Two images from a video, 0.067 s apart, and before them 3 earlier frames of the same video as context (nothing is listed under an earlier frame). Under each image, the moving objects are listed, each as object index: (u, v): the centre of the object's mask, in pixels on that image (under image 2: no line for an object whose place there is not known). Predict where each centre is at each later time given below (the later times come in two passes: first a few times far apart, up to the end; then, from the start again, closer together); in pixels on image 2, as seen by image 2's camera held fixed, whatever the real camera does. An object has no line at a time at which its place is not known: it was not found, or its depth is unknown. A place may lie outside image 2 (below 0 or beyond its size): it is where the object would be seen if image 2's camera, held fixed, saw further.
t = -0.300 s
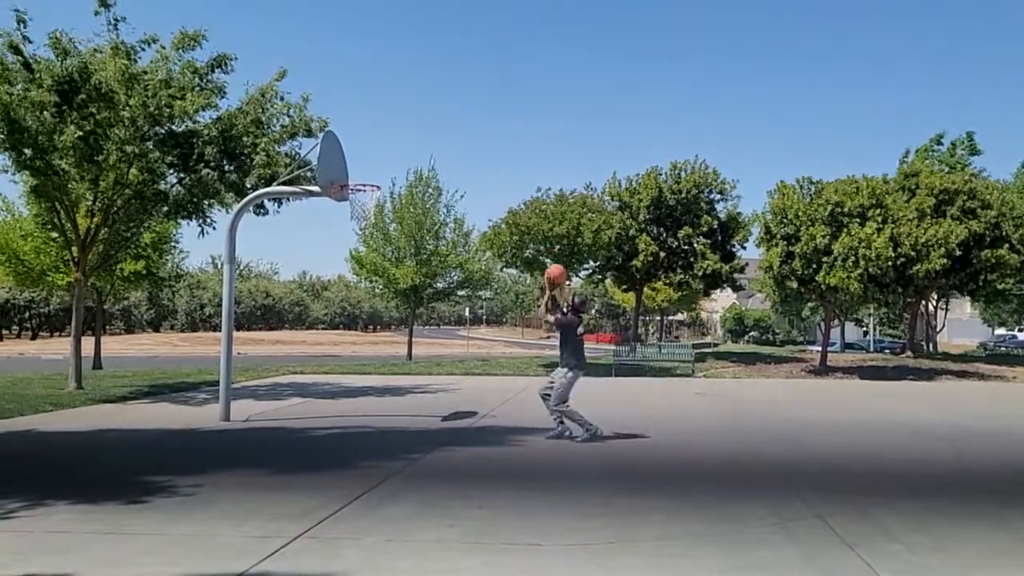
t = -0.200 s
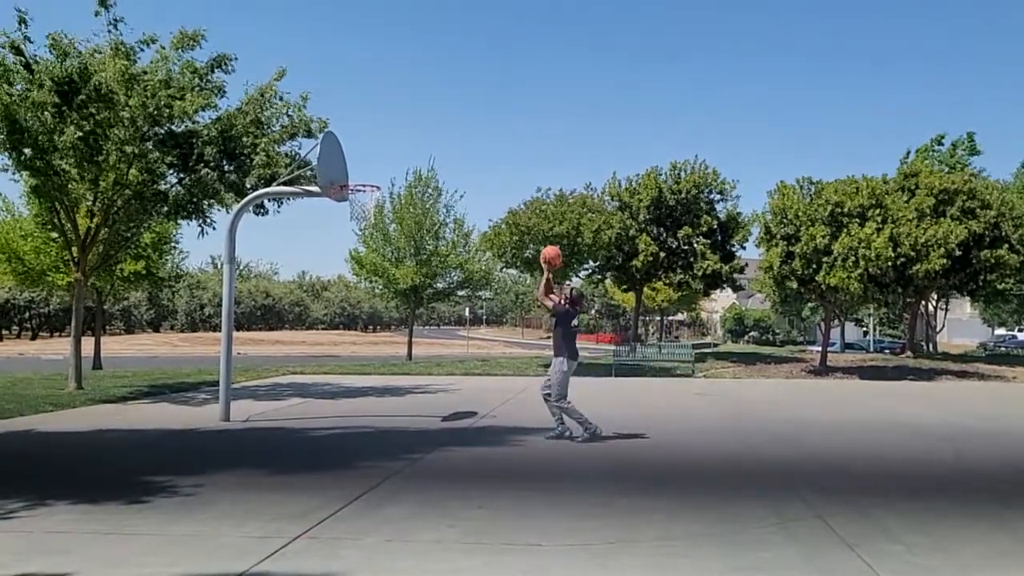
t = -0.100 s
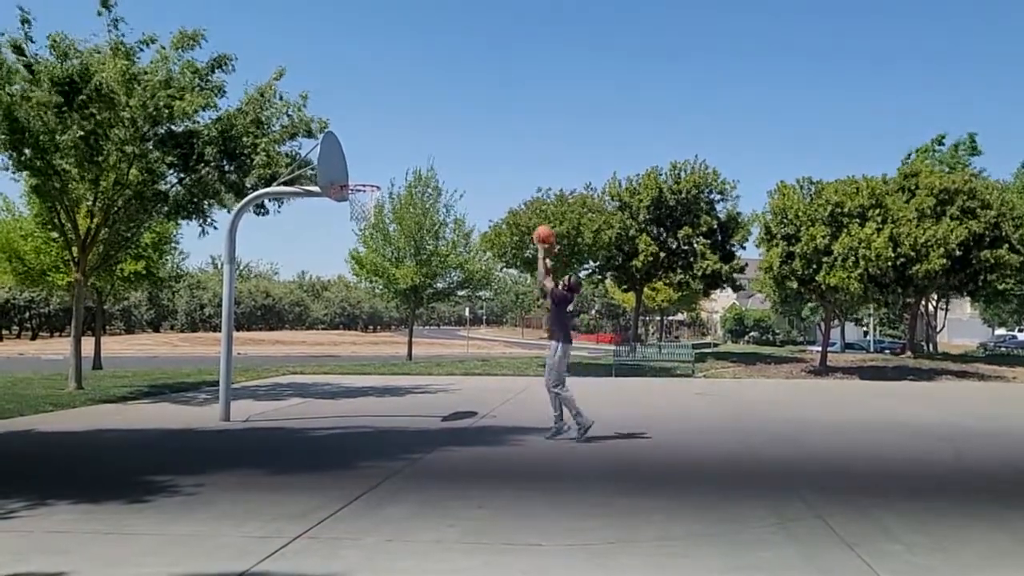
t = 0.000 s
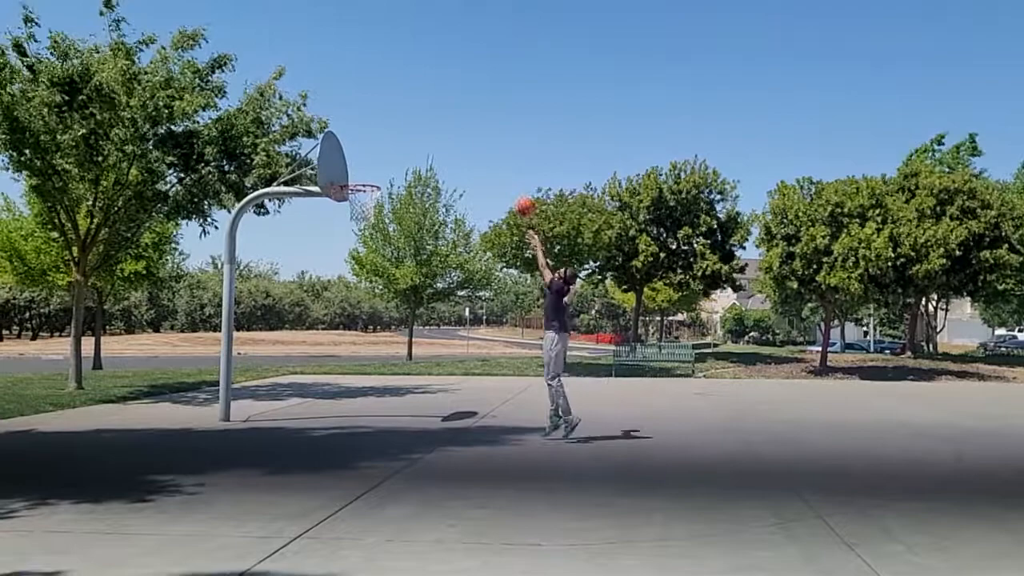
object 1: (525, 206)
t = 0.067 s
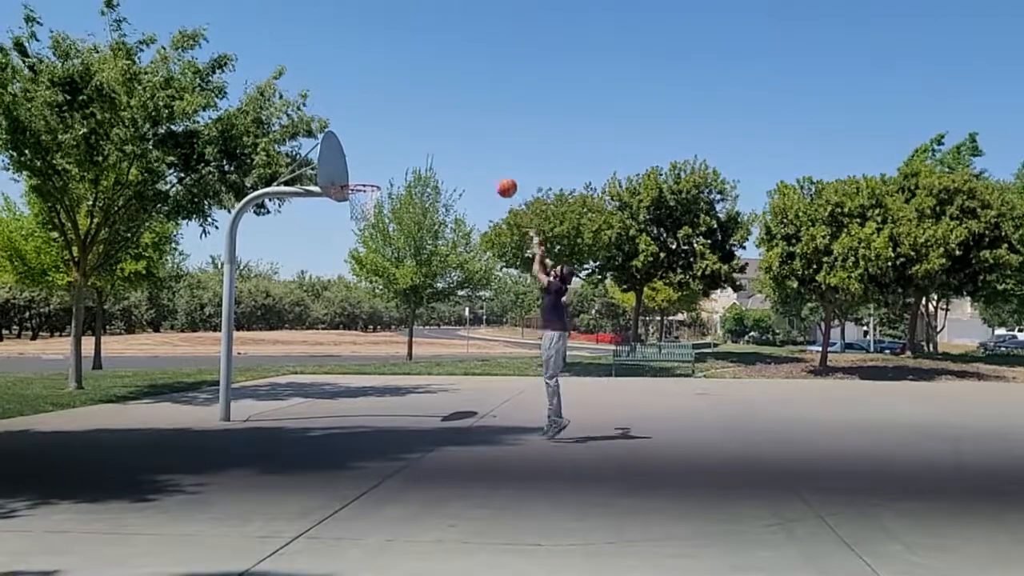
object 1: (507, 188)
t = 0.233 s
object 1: (462, 158)
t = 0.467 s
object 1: (406, 155)
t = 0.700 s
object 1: (368, 163)
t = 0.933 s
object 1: (354, 150)
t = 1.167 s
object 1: (339, 177)
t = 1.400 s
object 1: (359, 178)
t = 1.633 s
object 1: (381, 216)
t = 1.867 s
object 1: (405, 299)
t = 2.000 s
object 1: (420, 369)
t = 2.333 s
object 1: (439, 317)
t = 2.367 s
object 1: (442, 304)
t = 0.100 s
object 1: (497, 180)
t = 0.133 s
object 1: (488, 173)
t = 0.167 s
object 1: (480, 167)
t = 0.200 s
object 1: (471, 162)
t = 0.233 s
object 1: (462, 158)
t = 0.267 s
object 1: (454, 155)
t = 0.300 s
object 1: (446, 153)
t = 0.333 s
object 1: (438, 151)
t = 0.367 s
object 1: (429, 151)
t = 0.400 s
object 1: (421, 151)
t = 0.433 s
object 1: (414, 153)
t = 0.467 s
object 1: (406, 155)
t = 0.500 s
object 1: (398, 159)
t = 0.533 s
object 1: (391, 163)
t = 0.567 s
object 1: (383, 167)
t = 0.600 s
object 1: (376, 173)
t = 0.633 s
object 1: (371, 174)
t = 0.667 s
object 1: (369, 168)
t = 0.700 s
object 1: (368, 163)
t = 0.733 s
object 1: (365, 157)
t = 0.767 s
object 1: (363, 154)
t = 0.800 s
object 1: (361, 152)
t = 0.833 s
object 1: (360, 150)
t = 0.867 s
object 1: (357, 149)
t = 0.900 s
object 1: (356, 149)
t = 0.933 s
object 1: (354, 150)
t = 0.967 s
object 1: (352, 151)
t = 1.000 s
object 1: (350, 153)
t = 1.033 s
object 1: (348, 157)
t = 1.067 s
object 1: (346, 159)
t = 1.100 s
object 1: (343, 165)
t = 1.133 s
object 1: (341, 171)
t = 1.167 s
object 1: (339, 177)
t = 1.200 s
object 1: (339, 177)
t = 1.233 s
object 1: (342, 175)
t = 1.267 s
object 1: (346, 174)
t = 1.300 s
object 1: (349, 174)
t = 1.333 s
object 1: (352, 175)
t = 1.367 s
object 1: (356, 176)
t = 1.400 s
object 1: (359, 178)
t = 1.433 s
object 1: (363, 181)
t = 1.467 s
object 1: (366, 185)
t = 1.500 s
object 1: (370, 189)
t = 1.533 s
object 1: (372, 195)
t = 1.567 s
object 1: (377, 202)
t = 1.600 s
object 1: (380, 209)
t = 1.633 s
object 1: (381, 216)
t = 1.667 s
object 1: (386, 225)
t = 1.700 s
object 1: (389, 236)
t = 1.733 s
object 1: (392, 247)
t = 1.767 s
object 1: (395, 257)
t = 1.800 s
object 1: (398, 270)
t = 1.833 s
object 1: (402, 286)
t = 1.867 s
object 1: (405, 299)
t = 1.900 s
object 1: (407, 316)
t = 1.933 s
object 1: (411, 332)
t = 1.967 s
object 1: (418, 350)
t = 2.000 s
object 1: (420, 369)
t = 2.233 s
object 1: (434, 354)
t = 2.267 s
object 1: (436, 340)
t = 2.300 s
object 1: (437, 328)
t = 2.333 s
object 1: (439, 317)
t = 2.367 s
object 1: (442, 304)
